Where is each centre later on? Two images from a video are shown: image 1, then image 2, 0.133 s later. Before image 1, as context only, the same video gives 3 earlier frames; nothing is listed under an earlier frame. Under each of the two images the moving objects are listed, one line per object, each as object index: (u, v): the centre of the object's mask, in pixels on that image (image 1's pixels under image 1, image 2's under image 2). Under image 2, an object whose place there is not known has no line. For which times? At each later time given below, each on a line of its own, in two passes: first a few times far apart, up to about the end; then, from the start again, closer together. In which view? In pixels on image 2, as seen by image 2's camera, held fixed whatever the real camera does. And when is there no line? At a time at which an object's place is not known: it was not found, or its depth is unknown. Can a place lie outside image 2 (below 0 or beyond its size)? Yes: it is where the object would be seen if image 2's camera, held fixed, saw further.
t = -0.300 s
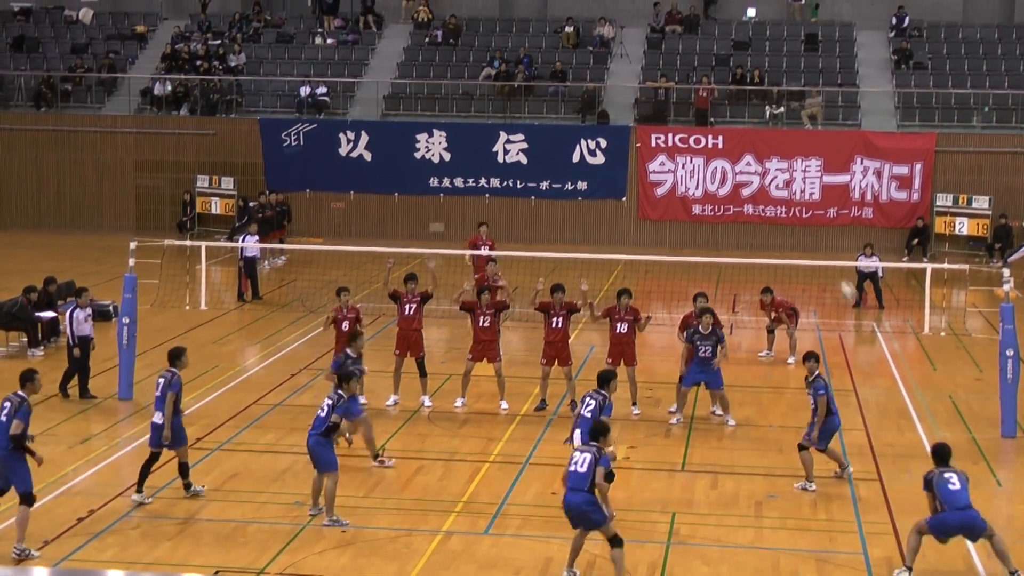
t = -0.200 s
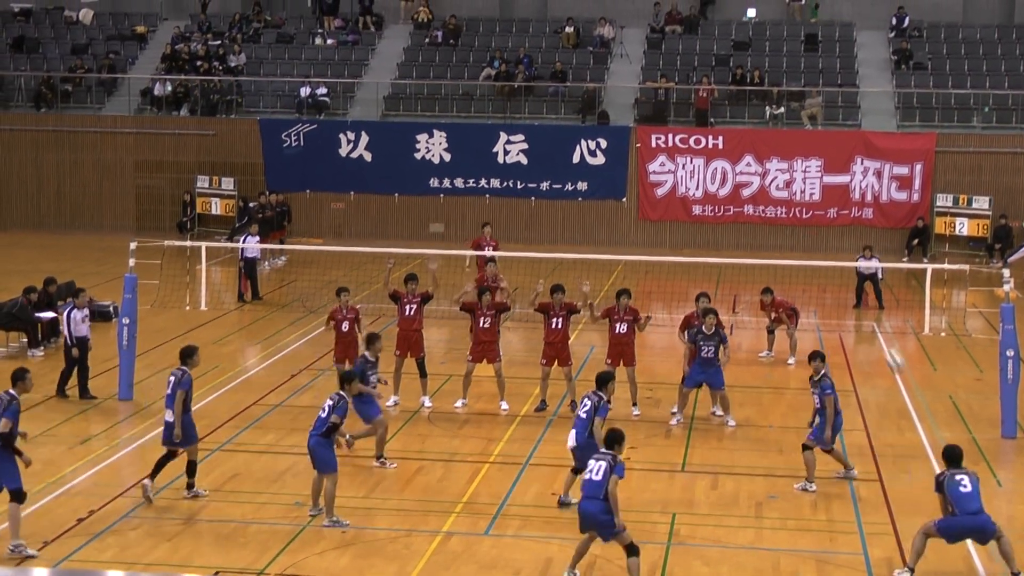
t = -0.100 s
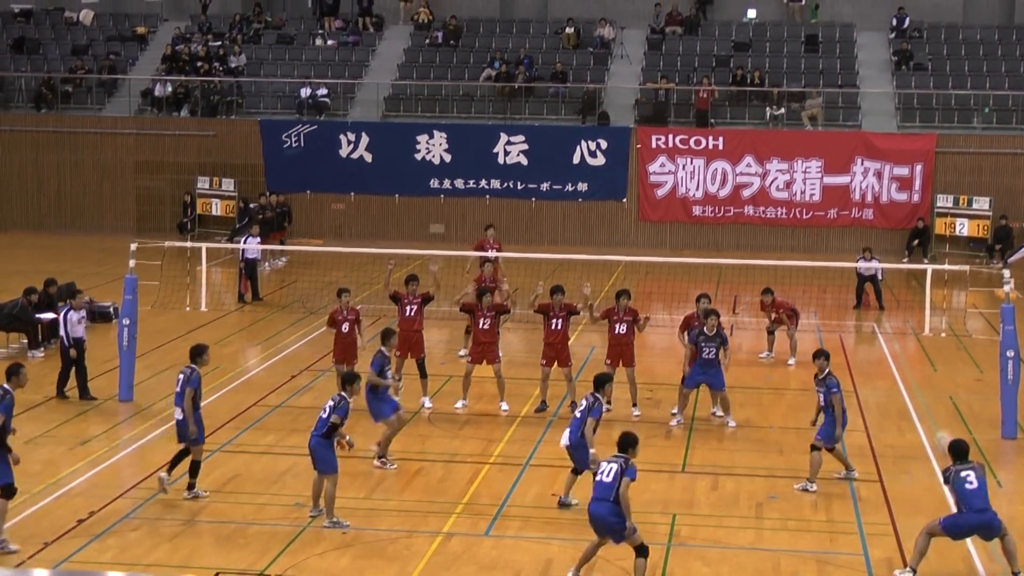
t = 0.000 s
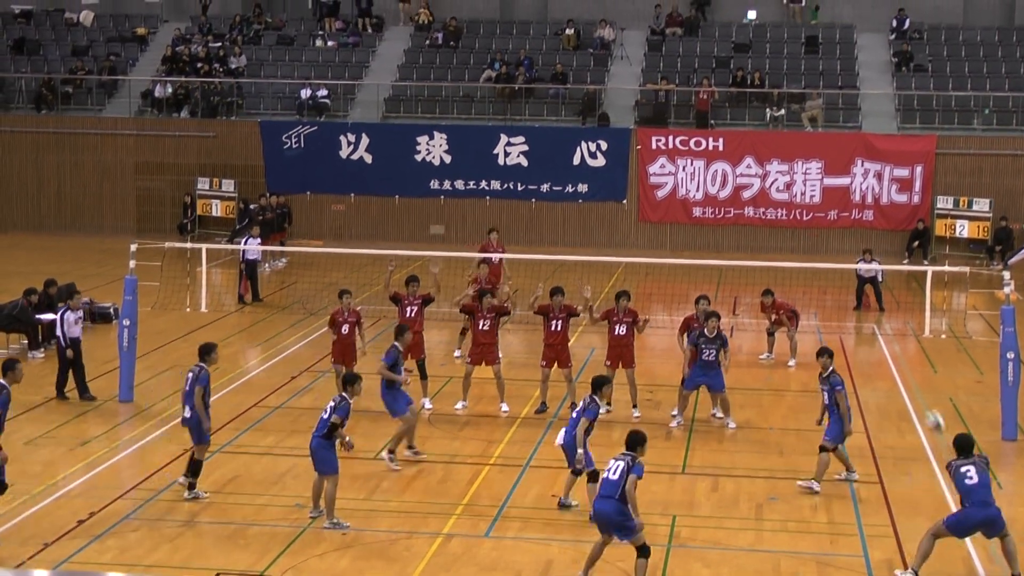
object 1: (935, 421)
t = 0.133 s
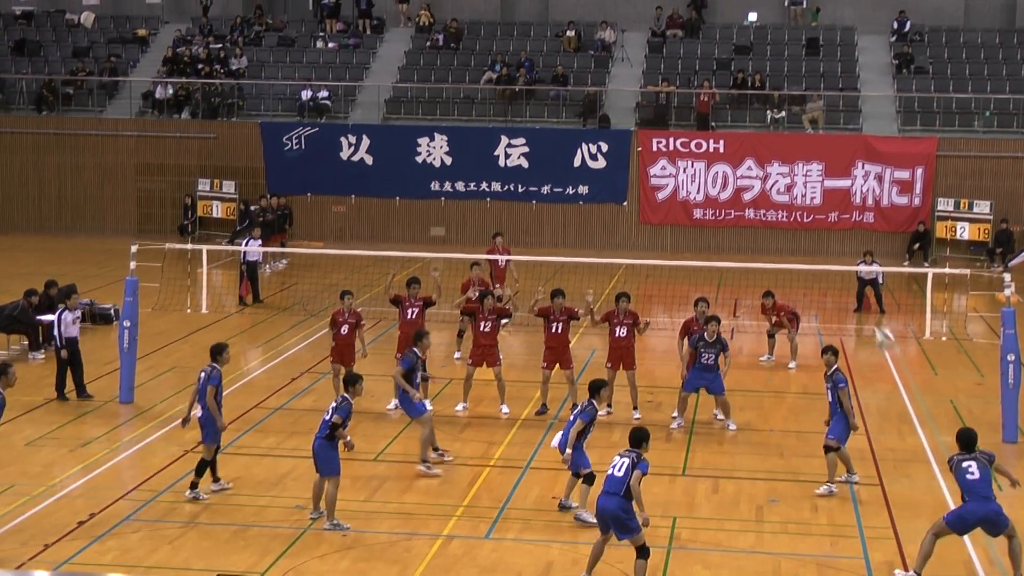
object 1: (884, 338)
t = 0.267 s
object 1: (834, 275)
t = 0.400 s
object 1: (787, 231)
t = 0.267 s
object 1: (834, 275)
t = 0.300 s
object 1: (821, 262)
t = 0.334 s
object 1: (810, 250)
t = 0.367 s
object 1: (798, 240)
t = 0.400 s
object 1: (787, 231)
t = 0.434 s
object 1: (776, 223)
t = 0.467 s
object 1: (766, 216)
